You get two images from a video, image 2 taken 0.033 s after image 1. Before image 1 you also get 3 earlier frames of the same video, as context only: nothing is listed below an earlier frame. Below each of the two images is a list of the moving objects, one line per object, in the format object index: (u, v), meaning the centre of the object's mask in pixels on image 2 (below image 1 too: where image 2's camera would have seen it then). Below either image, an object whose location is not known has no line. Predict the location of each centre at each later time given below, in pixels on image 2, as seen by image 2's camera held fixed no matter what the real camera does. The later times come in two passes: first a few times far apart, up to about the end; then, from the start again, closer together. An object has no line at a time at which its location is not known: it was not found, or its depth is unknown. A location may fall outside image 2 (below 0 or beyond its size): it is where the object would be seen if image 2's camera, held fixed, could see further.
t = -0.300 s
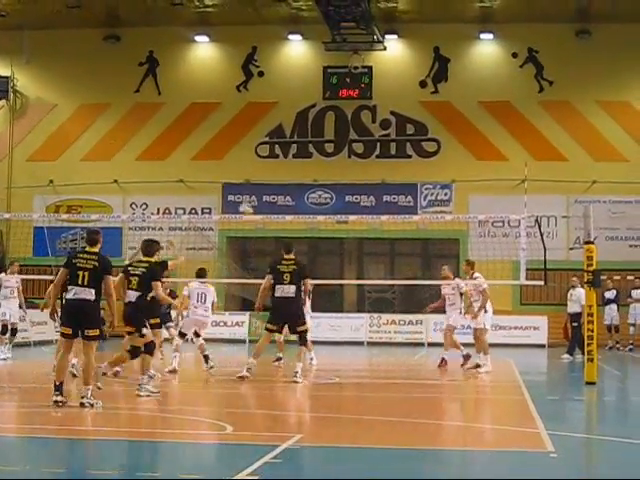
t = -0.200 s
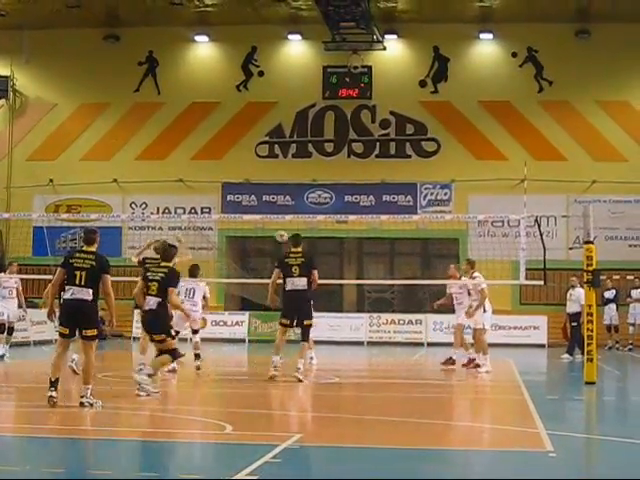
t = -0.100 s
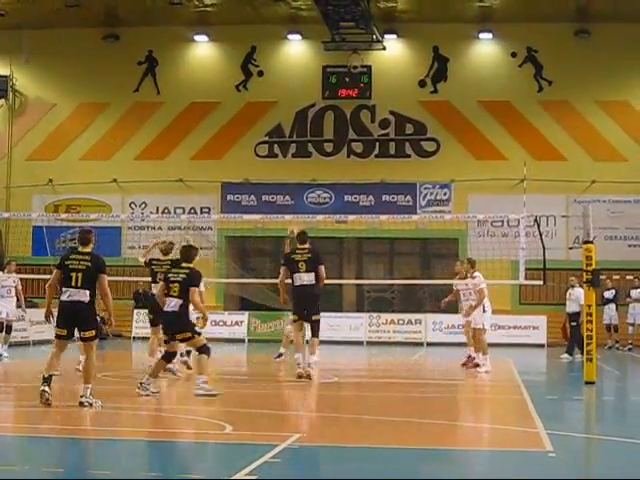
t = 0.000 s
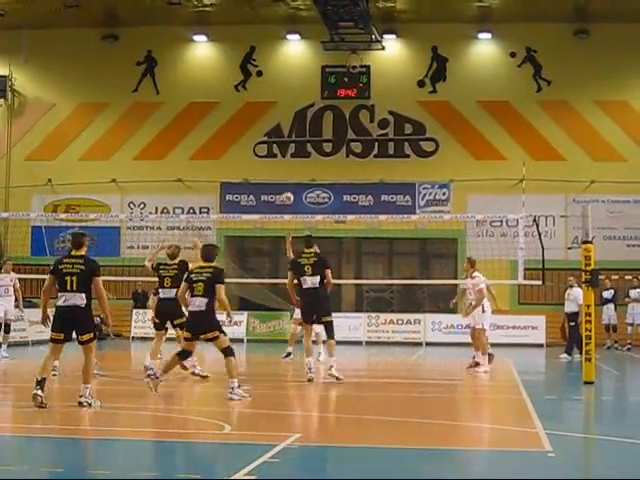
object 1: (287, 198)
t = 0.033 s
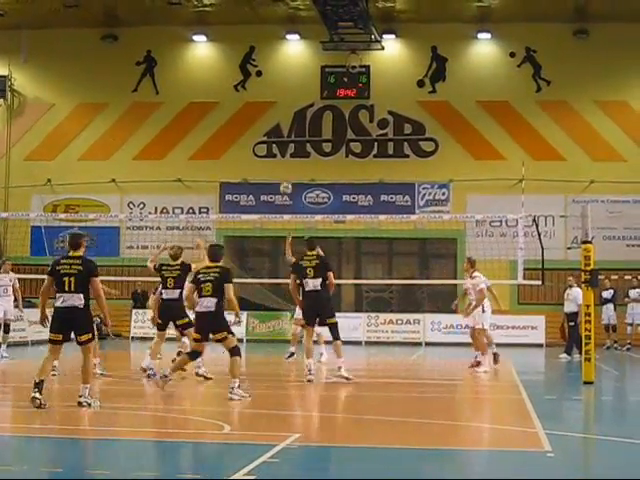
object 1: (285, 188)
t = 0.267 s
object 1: (276, 136)
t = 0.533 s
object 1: (265, 111)
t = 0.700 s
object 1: (257, 115)
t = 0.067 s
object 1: (284, 178)
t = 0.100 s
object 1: (283, 170)
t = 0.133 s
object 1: (281, 161)
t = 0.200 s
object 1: (278, 148)
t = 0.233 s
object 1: (277, 142)
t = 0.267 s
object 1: (276, 136)
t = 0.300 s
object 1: (274, 131)
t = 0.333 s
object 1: (273, 127)
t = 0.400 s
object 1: (270, 119)
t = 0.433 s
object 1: (269, 115)
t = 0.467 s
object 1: (267, 113)
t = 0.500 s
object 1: (266, 112)
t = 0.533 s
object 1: (265, 111)
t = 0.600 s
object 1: (262, 111)
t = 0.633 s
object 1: (260, 112)
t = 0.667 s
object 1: (258, 113)
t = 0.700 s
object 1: (257, 115)
